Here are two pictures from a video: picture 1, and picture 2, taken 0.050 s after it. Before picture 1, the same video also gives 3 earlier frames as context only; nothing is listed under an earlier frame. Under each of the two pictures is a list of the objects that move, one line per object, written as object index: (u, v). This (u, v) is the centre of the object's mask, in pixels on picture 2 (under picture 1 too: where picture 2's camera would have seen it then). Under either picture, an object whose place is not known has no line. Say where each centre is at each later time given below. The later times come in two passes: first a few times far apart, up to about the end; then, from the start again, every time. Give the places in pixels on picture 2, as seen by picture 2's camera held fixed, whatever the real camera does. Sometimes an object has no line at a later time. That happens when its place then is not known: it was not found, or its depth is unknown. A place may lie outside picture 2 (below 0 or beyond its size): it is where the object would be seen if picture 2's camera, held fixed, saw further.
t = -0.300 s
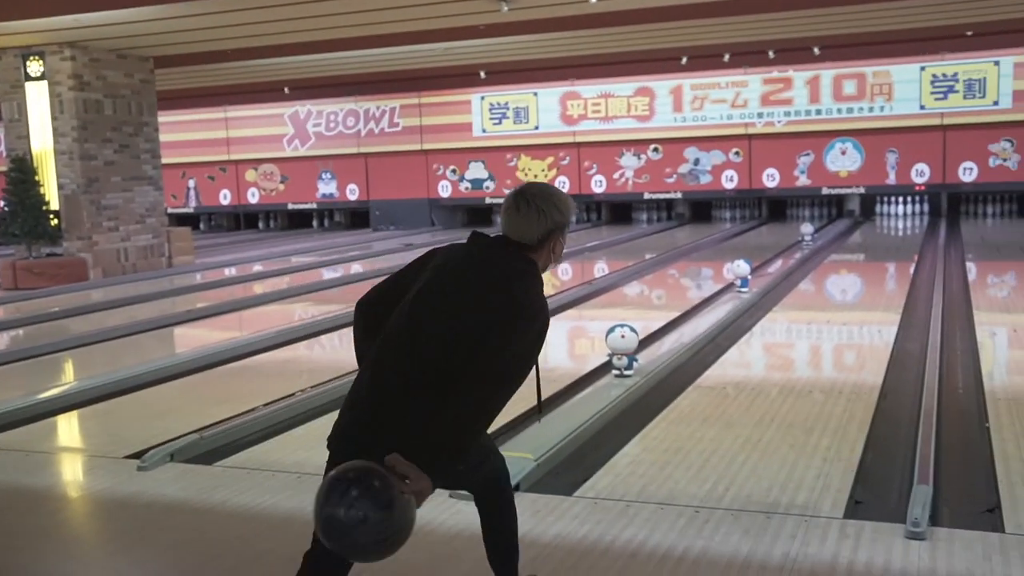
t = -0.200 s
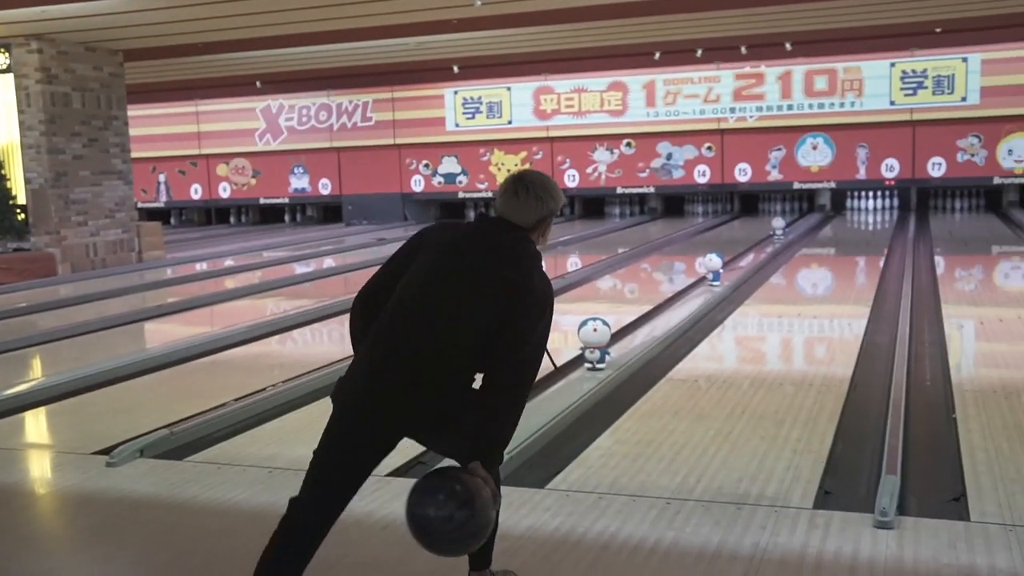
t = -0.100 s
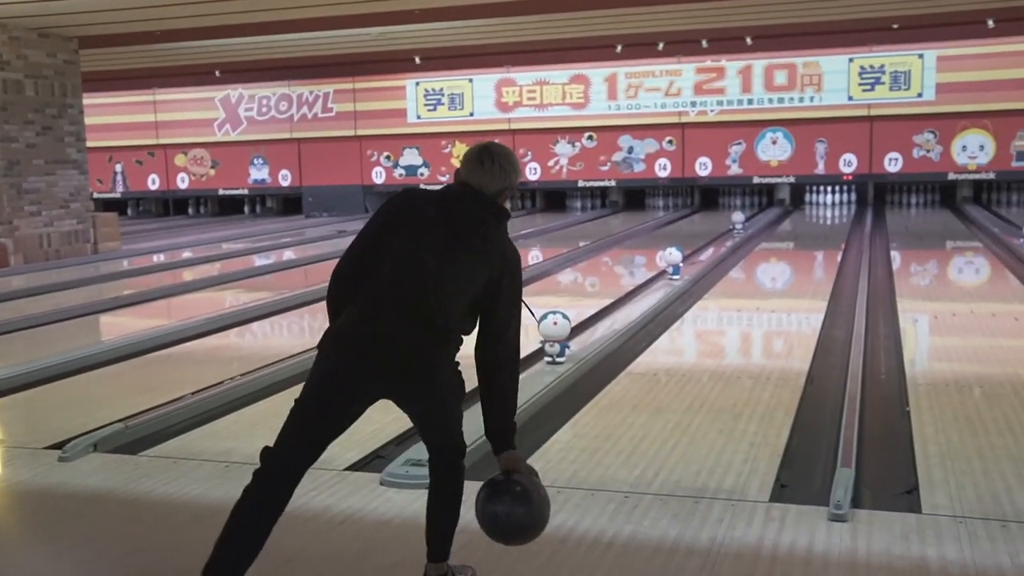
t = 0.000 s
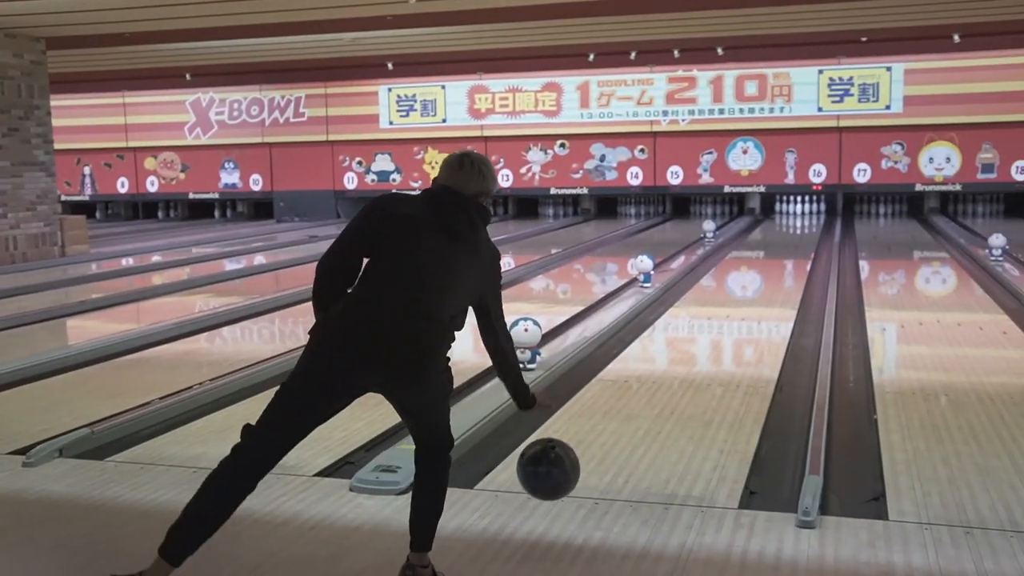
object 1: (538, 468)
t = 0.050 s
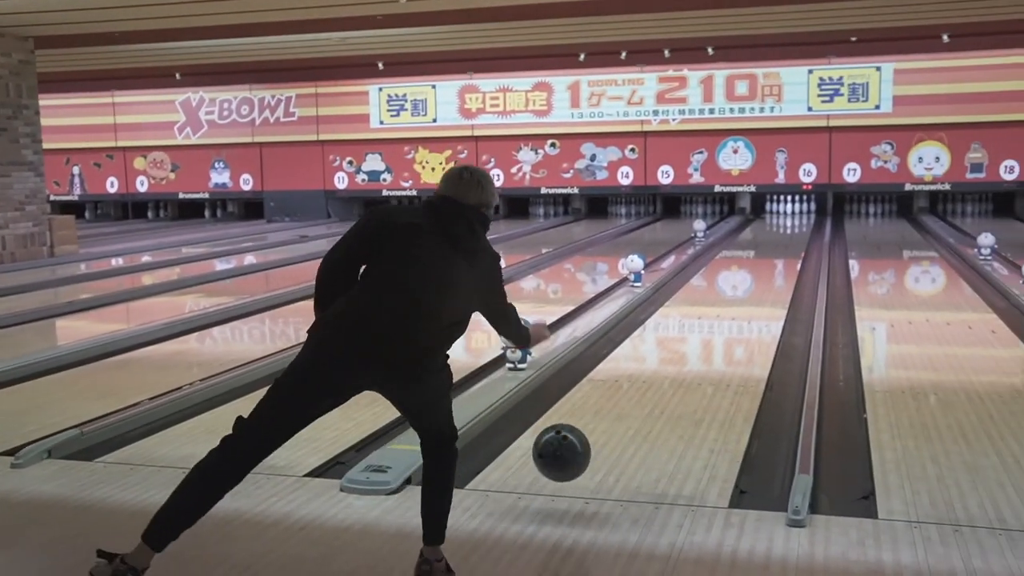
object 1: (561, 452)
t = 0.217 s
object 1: (617, 417)
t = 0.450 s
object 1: (665, 360)
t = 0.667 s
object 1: (696, 324)
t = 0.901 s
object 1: (718, 297)
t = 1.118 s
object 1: (732, 278)
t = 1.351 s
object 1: (743, 263)
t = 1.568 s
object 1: (752, 252)
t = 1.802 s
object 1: (760, 243)
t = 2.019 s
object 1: (768, 236)
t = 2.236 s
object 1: (774, 230)
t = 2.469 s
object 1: (778, 224)
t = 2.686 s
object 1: (781, 220)
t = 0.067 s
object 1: (568, 449)
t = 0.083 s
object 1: (575, 446)
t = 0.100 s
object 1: (581, 444)
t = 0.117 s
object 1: (587, 444)
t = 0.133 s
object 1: (593, 443)
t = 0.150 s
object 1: (598, 443)
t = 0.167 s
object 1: (603, 436)
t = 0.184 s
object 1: (608, 429)
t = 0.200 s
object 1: (613, 422)
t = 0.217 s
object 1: (617, 417)
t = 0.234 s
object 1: (621, 413)
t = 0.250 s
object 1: (625, 409)
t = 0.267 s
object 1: (629, 405)
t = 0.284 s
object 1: (633, 400)
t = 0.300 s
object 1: (637, 395)
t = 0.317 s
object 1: (641, 391)
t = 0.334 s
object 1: (644, 386)
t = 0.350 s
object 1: (647, 382)
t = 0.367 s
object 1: (651, 378)
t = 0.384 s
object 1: (654, 374)
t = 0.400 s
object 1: (657, 370)
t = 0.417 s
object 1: (660, 367)
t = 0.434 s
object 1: (663, 363)
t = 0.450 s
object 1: (665, 360)
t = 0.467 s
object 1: (668, 357)
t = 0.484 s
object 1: (671, 353)
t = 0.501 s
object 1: (674, 350)
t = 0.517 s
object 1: (676, 347)
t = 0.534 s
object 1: (678, 345)
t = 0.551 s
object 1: (681, 342)
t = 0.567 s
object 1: (683, 339)
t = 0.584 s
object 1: (685, 337)
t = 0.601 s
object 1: (688, 334)
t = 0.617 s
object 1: (690, 331)
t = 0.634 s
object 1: (692, 329)
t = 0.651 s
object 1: (694, 327)
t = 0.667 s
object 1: (696, 324)
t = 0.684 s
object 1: (698, 322)
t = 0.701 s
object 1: (699, 320)
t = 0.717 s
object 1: (701, 318)
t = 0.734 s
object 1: (703, 316)
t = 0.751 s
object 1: (705, 314)
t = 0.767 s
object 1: (707, 312)
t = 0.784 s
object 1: (708, 310)
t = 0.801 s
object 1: (710, 308)
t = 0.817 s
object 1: (711, 306)
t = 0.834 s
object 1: (713, 304)
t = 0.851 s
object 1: (714, 302)
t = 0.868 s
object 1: (716, 301)
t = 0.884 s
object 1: (717, 299)
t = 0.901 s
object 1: (718, 297)
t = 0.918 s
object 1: (719, 296)
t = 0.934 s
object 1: (721, 294)
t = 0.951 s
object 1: (722, 292)
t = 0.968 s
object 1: (723, 291)
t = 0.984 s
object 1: (724, 289)
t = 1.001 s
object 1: (725, 288)
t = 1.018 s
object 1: (726, 286)
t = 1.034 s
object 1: (727, 285)
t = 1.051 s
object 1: (728, 283)
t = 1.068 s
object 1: (729, 282)
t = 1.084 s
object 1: (730, 281)
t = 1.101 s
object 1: (731, 280)
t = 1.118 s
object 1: (732, 278)
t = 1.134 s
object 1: (733, 278)
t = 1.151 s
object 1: (734, 276)
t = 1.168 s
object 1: (734, 276)
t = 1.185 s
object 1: (735, 274)
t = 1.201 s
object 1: (736, 273)
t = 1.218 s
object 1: (737, 272)
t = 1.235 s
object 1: (738, 271)
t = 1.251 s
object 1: (739, 270)
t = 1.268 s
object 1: (739, 269)
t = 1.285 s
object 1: (740, 268)
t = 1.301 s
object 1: (741, 267)
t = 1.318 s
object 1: (742, 266)
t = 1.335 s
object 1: (742, 264)
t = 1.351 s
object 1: (743, 263)
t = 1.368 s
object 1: (744, 262)
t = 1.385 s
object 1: (744, 261)
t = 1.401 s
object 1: (745, 260)
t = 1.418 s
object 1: (745, 259)
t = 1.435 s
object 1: (746, 259)
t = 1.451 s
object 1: (747, 258)
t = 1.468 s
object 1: (748, 257)
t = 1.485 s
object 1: (749, 256)
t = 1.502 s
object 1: (750, 255)
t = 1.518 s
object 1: (750, 255)
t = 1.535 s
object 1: (751, 254)
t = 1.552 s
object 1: (751, 253)
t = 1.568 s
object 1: (752, 252)
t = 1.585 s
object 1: (753, 251)
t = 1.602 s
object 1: (753, 251)
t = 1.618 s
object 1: (754, 250)
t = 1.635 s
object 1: (754, 249)
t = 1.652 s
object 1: (755, 249)
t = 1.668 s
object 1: (756, 248)
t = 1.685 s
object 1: (756, 248)
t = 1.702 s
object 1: (757, 247)
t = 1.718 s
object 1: (758, 246)
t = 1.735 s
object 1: (758, 246)
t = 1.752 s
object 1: (759, 245)
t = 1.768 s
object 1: (759, 245)
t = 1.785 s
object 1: (759, 244)
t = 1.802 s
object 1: (760, 243)
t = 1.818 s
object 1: (761, 242)
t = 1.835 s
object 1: (761, 242)
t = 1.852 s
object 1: (762, 241)
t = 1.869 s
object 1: (763, 240)
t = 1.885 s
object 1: (763, 240)
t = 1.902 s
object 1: (764, 239)
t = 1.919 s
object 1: (765, 239)
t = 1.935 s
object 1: (765, 239)
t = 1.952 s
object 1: (765, 238)
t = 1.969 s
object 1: (766, 237)
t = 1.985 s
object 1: (766, 236)
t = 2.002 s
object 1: (767, 236)
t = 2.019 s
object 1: (768, 236)
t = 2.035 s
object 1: (768, 235)
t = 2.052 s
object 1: (769, 235)
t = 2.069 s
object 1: (770, 234)
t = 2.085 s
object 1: (770, 234)
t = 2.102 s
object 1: (770, 233)
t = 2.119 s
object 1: (771, 233)
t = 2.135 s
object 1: (771, 232)
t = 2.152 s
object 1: (772, 232)
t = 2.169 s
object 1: (773, 231)
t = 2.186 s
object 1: (773, 231)
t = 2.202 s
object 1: (773, 231)
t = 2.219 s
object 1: (774, 231)
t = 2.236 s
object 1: (774, 230)
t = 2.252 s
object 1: (775, 229)
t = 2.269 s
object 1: (775, 229)
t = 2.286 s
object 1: (775, 229)
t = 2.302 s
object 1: (775, 228)
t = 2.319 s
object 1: (775, 227)
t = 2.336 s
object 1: (775, 227)
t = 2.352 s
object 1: (776, 227)
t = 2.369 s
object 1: (775, 226)
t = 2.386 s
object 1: (775, 226)
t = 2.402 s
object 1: (776, 226)
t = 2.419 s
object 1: (776, 225)
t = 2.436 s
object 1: (777, 225)
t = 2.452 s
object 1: (777, 225)
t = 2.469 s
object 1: (778, 224)
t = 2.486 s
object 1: (778, 224)
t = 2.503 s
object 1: (777, 223)
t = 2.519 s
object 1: (778, 223)
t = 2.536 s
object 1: (778, 222)
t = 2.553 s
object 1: (779, 221)
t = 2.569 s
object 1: (778, 221)
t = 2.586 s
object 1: (779, 221)
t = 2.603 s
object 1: (779, 222)
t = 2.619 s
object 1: (780, 221)
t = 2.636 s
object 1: (779, 220)
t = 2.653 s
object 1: (780, 220)
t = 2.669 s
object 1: (780, 220)
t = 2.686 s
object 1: (781, 220)
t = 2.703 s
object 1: (781, 220)
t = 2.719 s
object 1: (781, 220)
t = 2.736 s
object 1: (781, 219)
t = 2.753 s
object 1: (781, 219)
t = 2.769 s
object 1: (780, 219)
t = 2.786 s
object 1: (780, 219)
